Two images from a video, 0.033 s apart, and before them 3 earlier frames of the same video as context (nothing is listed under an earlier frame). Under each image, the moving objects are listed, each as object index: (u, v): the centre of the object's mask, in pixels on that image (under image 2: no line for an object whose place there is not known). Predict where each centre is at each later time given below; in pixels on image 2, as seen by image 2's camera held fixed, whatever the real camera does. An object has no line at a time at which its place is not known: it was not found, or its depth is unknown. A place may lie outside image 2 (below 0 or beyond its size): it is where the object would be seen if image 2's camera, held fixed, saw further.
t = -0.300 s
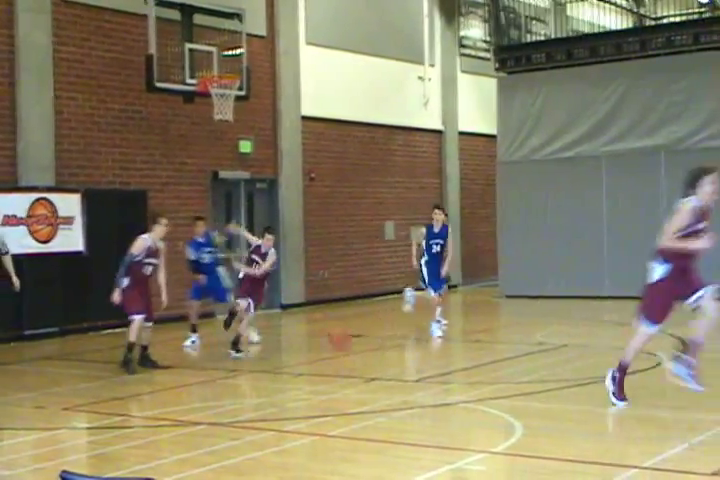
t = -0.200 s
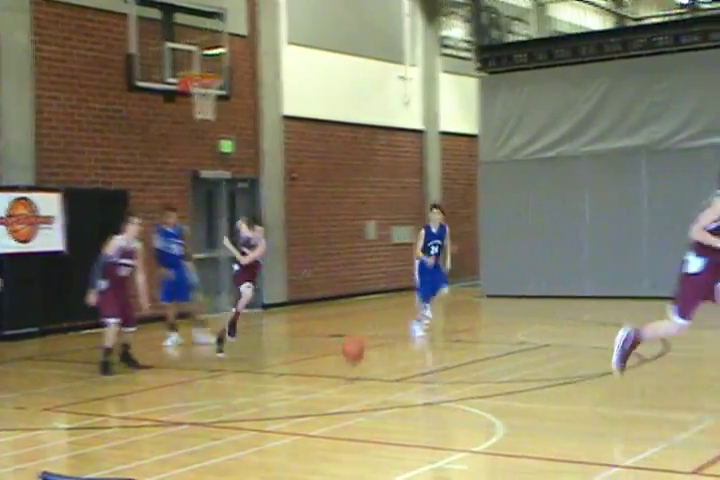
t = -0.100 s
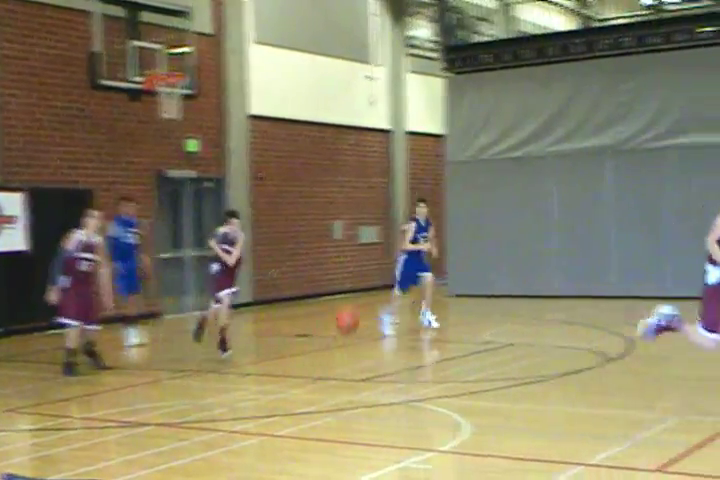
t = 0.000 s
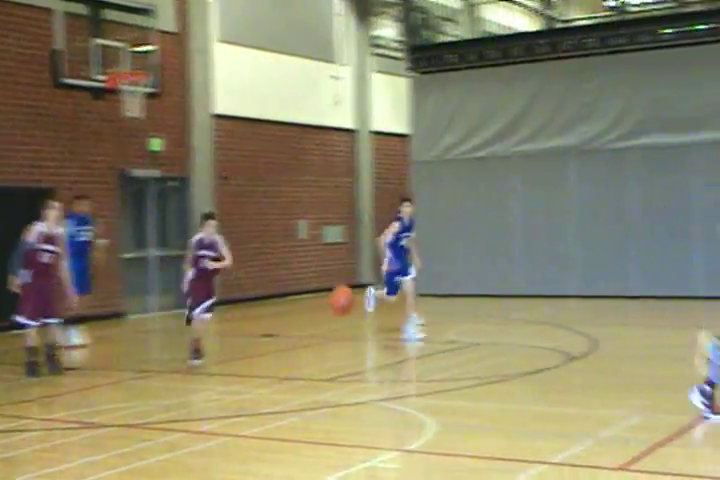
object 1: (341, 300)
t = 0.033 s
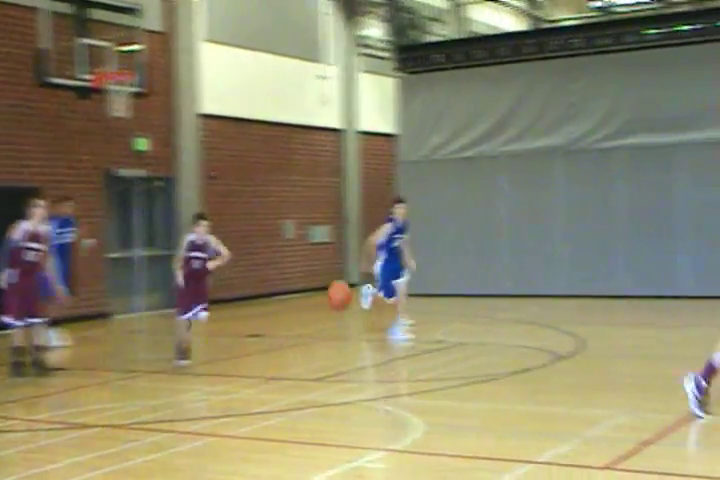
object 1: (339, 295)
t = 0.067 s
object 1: (349, 292)
